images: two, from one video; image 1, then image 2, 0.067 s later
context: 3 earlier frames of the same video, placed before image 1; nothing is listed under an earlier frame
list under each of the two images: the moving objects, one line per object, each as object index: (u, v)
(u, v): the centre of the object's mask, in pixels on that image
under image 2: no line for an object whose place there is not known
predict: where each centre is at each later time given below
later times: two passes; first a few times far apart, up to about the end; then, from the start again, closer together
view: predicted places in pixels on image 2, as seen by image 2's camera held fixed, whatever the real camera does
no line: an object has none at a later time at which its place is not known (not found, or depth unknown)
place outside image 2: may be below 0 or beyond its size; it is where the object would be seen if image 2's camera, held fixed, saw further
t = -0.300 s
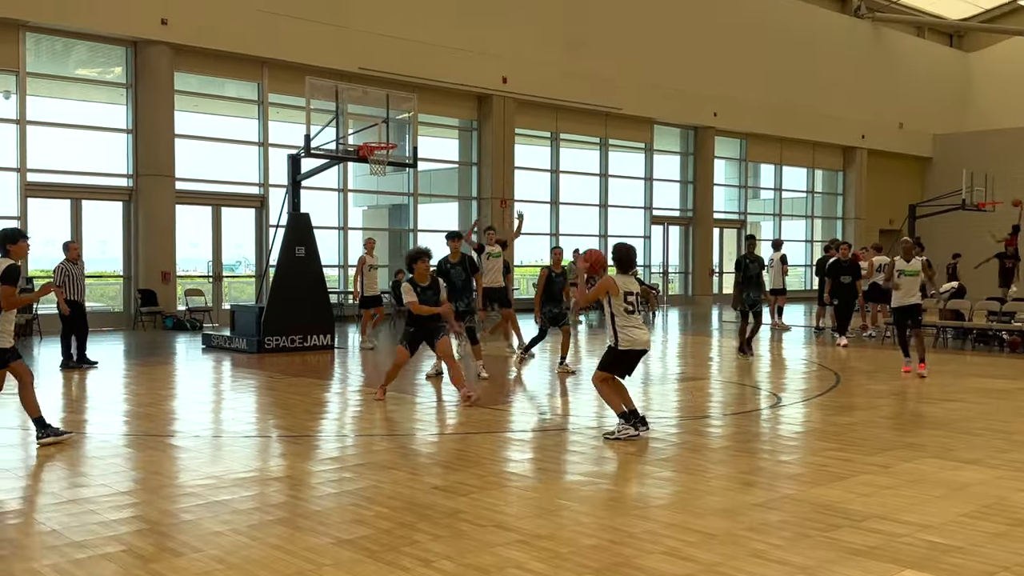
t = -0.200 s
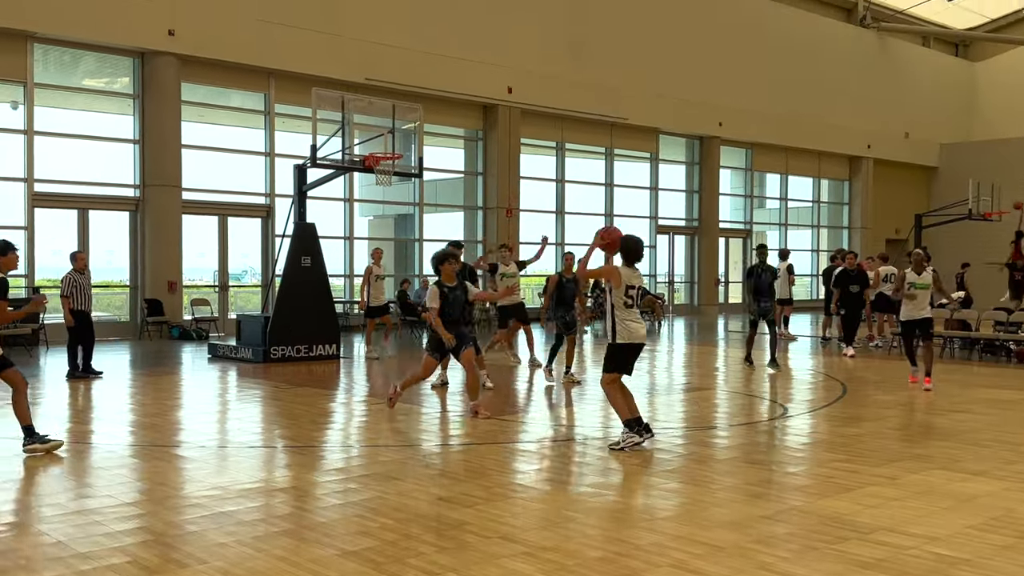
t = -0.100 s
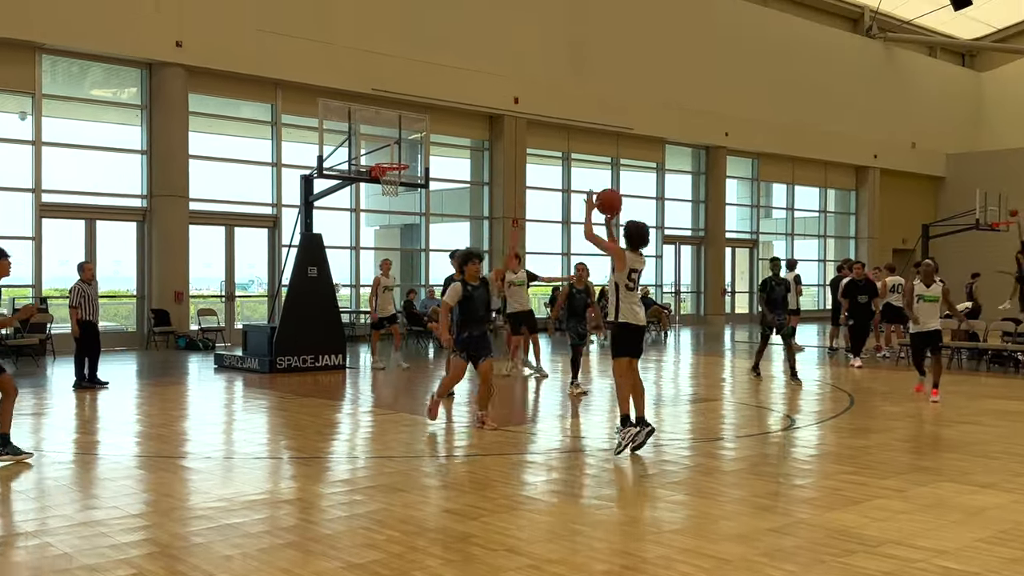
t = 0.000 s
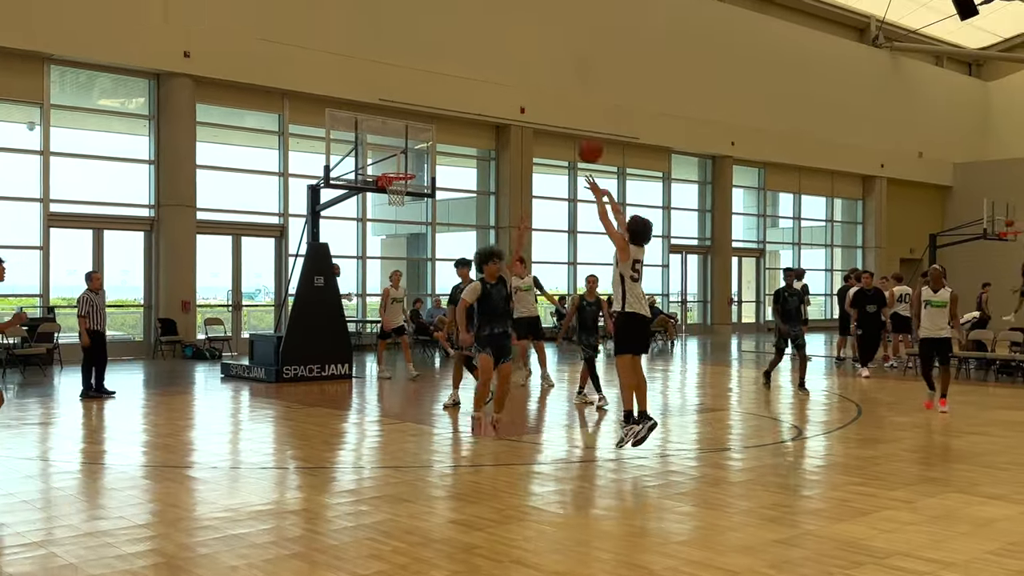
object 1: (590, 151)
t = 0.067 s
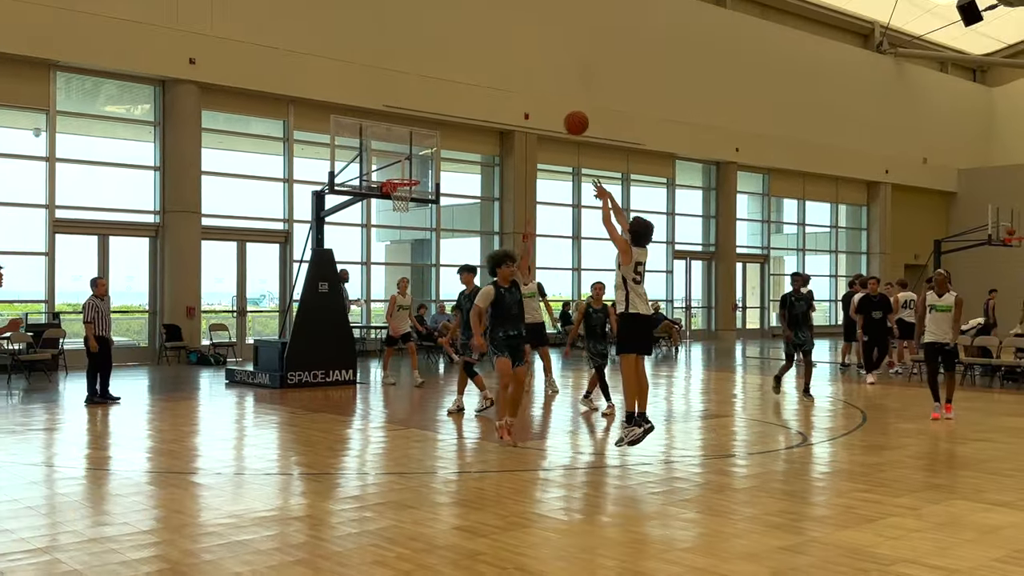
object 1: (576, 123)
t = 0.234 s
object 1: (536, 67)
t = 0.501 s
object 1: (485, 43)
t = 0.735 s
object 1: (448, 71)
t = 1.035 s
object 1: (411, 155)
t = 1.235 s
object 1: (398, 206)
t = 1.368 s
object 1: (398, 230)
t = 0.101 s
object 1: (568, 109)
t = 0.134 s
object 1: (559, 96)
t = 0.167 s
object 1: (551, 85)
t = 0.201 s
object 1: (544, 76)
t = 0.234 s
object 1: (536, 67)
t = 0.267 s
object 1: (529, 60)
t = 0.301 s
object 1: (522, 55)
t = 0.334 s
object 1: (515, 50)
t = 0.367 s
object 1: (509, 47)
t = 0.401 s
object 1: (502, 44)
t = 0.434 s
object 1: (496, 43)
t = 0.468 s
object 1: (491, 42)
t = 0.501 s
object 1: (485, 43)
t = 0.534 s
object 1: (479, 45)
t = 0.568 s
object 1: (474, 47)
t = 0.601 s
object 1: (468, 50)
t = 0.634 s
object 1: (463, 54)
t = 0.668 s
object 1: (458, 59)
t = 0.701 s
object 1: (453, 64)
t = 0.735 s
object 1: (448, 71)
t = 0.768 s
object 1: (444, 78)
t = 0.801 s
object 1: (439, 85)
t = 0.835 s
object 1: (435, 93)
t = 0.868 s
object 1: (430, 102)
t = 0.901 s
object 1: (426, 111)
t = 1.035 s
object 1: (411, 155)
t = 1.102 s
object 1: (404, 179)
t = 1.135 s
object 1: (398, 189)
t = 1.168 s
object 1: (399, 198)
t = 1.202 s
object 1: (398, 202)
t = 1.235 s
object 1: (398, 206)
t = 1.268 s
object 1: (398, 211)
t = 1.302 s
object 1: (398, 217)
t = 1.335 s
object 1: (398, 223)
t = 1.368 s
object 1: (398, 230)
